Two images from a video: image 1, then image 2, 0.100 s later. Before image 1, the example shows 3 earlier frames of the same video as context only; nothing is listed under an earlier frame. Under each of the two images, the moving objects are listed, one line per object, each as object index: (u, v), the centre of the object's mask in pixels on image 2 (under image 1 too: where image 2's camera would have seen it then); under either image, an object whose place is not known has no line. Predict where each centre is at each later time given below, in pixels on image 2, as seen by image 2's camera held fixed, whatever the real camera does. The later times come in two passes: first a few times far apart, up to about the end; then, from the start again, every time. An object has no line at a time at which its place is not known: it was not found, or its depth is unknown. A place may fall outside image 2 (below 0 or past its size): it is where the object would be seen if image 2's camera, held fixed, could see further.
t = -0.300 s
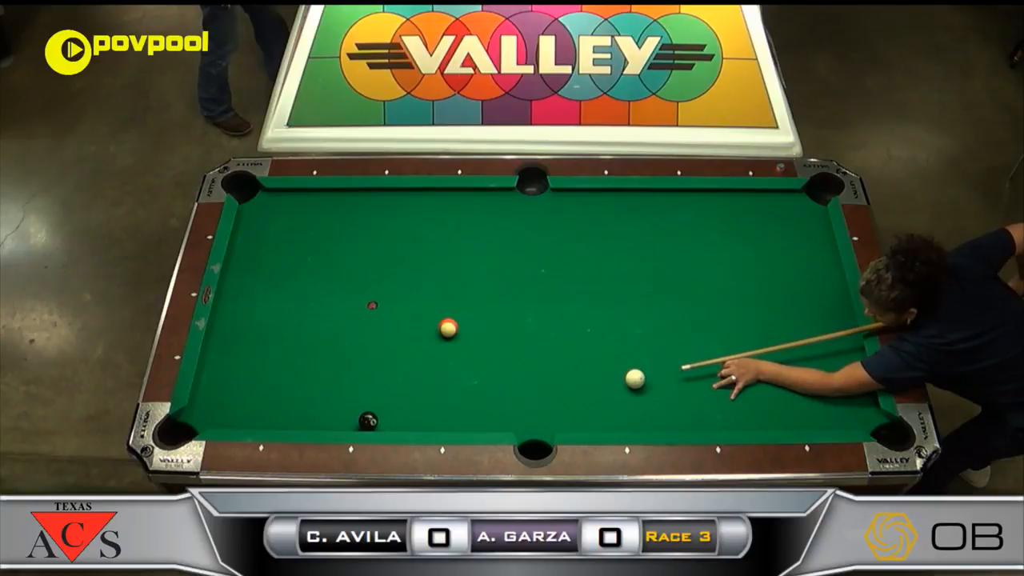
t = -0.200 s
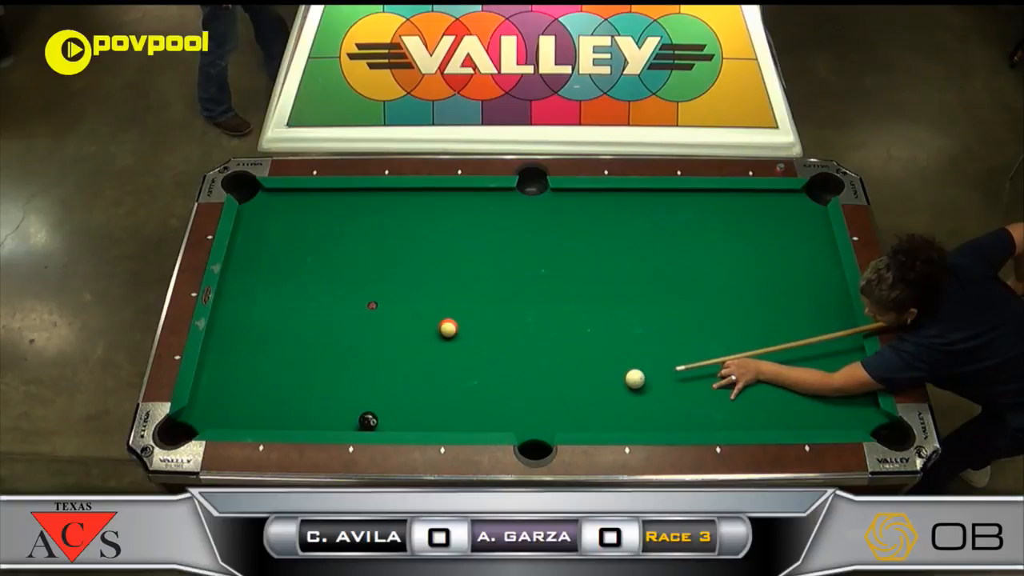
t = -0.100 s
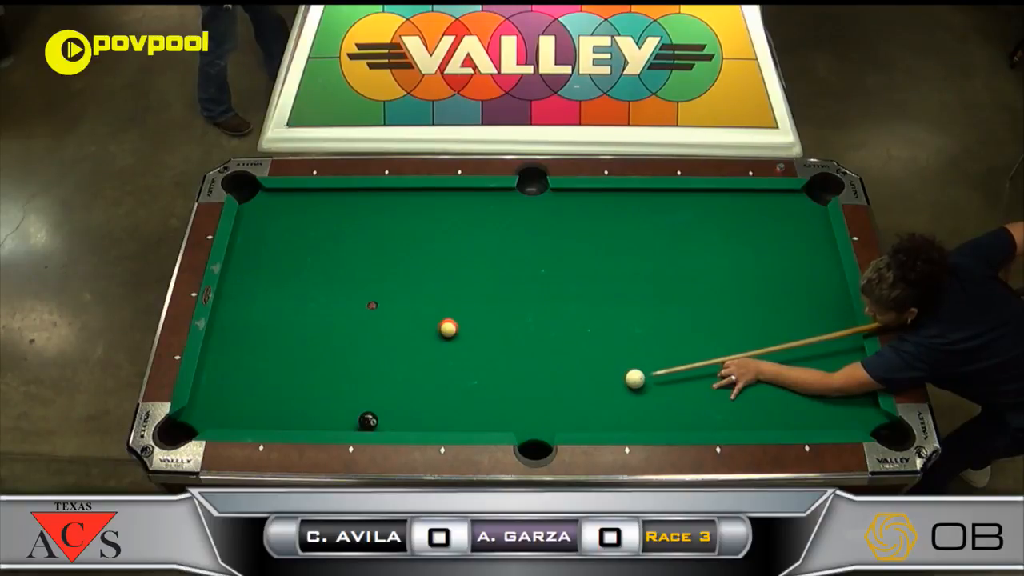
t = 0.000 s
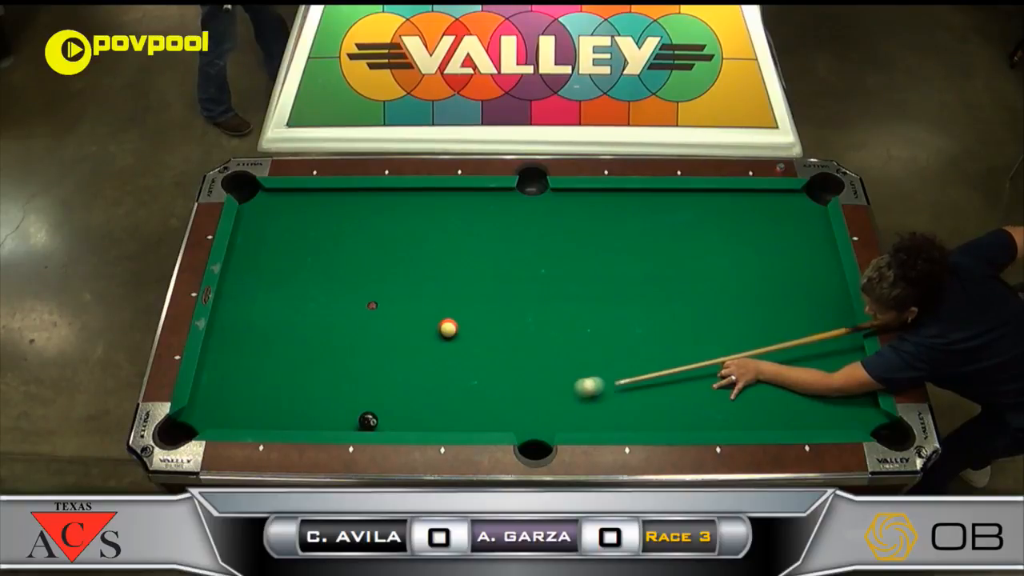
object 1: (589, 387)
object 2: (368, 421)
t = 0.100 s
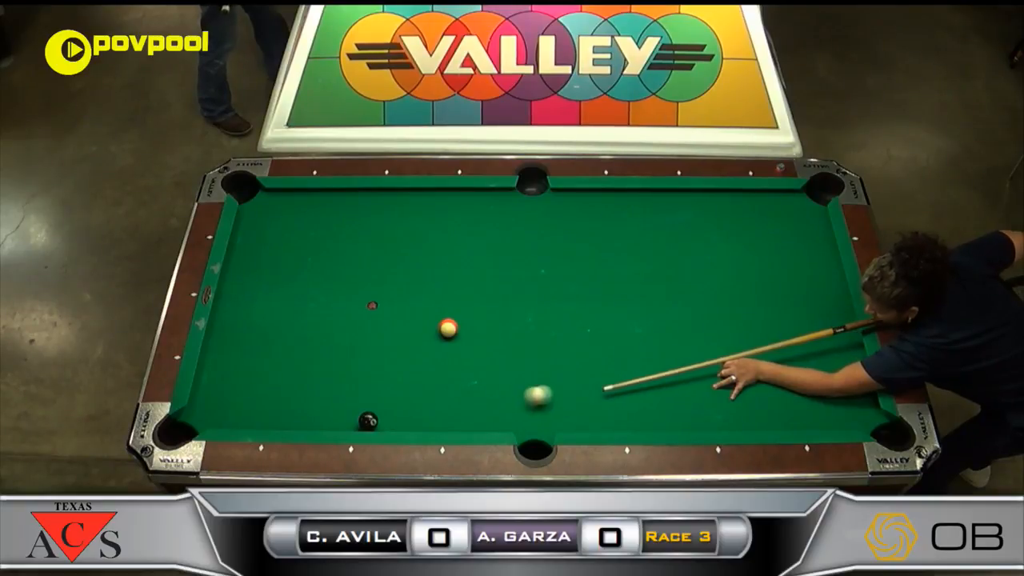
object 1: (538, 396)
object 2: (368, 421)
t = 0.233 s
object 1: (474, 407)
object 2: (368, 421)
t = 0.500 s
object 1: (384, 424)
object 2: (330, 422)
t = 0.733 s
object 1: (366, 419)
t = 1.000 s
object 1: (348, 412)
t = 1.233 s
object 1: (334, 406)
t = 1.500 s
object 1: (321, 400)
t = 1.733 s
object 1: (310, 396)
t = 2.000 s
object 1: (300, 391)
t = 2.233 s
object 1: (293, 388)
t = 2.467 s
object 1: (287, 386)
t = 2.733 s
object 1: (283, 384)
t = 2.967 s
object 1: (281, 383)
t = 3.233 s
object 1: (280, 383)
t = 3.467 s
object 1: (281, 383)
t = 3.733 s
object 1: (281, 383)
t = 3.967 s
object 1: (281, 383)
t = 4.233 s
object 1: (281, 383)
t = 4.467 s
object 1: (280, 383)
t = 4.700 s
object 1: (281, 382)
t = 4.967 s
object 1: (281, 382)
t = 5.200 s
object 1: (281, 382)
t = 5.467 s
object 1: (281, 382)
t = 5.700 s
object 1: (281, 382)
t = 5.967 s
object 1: (281, 382)
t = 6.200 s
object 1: (281, 382)
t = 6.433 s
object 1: (281, 382)
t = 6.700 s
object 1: (281, 382)
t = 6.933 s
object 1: (281, 382)
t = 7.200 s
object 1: (281, 382)
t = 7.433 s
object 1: (280, 382)
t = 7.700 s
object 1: (281, 383)
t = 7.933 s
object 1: (281, 383)
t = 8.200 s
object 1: (281, 382)
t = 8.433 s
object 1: (281, 382)
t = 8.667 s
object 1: (281, 382)
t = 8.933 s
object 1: (281, 382)
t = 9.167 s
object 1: (281, 383)
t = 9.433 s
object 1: (281, 382)
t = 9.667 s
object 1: (281, 383)
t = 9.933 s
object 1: (281, 383)
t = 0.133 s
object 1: (522, 399)
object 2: (368, 421)
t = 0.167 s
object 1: (506, 402)
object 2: (368, 421)
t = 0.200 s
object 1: (490, 404)
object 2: (368, 421)
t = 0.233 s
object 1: (474, 407)
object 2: (368, 421)
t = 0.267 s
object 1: (457, 409)
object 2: (368, 421)
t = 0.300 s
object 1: (441, 413)
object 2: (368, 421)
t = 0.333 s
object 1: (425, 415)
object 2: (368, 421)
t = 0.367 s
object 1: (409, 418)
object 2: (368, 421)
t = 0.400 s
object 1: (394, 420)
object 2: (368, 421)
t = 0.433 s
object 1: (387, 421)
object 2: (357, 421)
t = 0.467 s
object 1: (386, 423)
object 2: (343, 422)
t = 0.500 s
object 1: (384, 424)
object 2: (330, 422)
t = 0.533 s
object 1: (381, 423)
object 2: (318, 422)
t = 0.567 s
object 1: (379, 423)
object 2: (306, 423)
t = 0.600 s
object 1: (376, 422)
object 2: (295, 423)
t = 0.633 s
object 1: (374, 421)
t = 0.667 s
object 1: (371, 421)
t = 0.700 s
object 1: (369, 420)
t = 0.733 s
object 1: (366, 419)
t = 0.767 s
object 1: (364, 418)
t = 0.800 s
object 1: (362, 417)
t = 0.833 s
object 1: (359, 416)
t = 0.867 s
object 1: (357, 415)
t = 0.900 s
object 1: (355, 415)
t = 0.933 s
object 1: (353, 414)
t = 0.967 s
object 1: (350, 413)
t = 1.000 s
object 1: (348, 412)
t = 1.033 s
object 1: (346, 411)
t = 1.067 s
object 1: (344, 410)
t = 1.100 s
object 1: (342, 409)
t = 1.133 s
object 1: (340, 408)
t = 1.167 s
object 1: (338, 408)
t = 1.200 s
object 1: (336, 407)
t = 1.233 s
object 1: (334, 406)
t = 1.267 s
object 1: (333, 405)
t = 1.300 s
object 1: (331, 405)
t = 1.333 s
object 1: (329, 404)
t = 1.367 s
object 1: (327, 403)
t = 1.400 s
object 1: (325, 403)
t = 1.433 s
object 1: (324, 402)
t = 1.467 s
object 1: (322, 401)
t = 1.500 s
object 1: (321, 400)
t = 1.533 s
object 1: (319, 400)
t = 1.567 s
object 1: (317, 399)
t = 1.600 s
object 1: (316, 398)
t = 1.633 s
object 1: (314, 398)
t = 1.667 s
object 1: (313, 397)
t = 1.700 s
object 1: (312, 396)
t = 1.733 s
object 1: (310, 396)
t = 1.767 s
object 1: (309, 395)
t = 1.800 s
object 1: (307, 395)
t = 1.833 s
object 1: (306, 394)
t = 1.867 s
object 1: (305, 394)
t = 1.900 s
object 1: (303, 393)
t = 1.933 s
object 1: (302, 393)
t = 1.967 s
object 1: (301, 392)
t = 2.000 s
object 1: (300, 391)
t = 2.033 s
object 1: (299, 391)
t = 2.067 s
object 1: (298, 390)
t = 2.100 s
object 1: (297, 390)
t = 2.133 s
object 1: (296, 389)
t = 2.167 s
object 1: (295, 389)
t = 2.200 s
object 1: (294, 389)
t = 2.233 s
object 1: (293, 388)
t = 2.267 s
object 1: (292, 388)
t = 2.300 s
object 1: (291, 387)
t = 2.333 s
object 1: (290, 387)
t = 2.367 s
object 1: (290, 387)
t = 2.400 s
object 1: (289, 386)
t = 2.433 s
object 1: (288, 386)
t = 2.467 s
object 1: (287, 386)
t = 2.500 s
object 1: (287, 385)
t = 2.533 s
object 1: (286, 385)
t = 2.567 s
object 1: (285, 385)
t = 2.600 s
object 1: (285, 385)
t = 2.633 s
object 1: (284, 384)
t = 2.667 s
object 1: (284, 384)
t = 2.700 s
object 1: (283, 384)
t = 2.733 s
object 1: (283, 384)
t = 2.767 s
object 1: (283, 384)
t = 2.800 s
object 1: (282, 383)
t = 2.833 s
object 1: (282, 383)
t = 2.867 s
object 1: (282, 383)
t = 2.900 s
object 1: (281, 383)
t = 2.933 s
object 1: (281, 383)
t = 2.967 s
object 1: (281, 383)
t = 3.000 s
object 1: (281, 383)
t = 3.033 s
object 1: (281, 383)
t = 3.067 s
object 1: (281, 383)
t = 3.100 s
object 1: (280, 383)
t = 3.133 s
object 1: (280, 383)
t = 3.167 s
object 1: (280, 383)
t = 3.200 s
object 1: (280, 383)
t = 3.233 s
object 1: (280, 383)
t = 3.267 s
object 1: (280, 383)
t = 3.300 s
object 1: (281, 382)
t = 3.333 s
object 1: (280, 382)
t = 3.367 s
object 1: (281, 383)
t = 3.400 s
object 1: (281, 383)
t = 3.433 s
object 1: (281, 382)
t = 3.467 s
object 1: (281, 383)
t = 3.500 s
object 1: (281, 383)
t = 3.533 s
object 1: (281, 383)
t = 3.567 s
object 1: (281, 383)
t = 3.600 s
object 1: (281, 383)
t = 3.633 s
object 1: (281, 383)
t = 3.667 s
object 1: (281, 382)
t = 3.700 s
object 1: (281, 383)
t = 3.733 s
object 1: (281, 383)
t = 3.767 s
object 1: (281, 383)
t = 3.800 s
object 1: (281, 382)
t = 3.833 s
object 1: (281, 382)
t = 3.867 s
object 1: (281, 383)
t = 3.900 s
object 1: (281, 382)
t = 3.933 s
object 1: (281, 382)
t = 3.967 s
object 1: (281, 383)
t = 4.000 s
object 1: (281, 383)
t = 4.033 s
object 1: (281, 383)
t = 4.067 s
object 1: (281, 383)
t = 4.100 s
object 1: (281, 382)
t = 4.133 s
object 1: (281, 383)
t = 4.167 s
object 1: (281, 382)
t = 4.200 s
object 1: (281, 383)
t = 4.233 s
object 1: (281, 383)
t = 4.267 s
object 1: (281, 382)
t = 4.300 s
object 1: (281, 383)
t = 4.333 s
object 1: (281, 382)
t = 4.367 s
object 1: (281, 382)
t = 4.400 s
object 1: (280, 383)
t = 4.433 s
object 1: (281, 382)
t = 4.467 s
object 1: (280, 383)
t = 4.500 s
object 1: (280, 382)
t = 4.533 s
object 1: (281, 382)
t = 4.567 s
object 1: (281, 382)
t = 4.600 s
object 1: (281, 383)
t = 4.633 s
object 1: (281, 382)
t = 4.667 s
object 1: (281, 382)
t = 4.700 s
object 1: (281, 382)
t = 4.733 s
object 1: (281, 383)
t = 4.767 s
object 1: (281, 383)
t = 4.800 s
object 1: (281, 383)
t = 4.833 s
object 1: (281, 382)
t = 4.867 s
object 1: (281, 383)
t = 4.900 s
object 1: (281, 382)
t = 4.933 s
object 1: (281, 383)
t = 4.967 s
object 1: (281, 382)
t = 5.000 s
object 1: (281, 382)
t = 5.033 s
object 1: (281, 382)
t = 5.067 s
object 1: (281, 382)
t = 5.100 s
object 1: (281, 382)
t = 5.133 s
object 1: (281, 382)
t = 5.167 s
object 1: (281, 382)
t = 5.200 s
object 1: (281, 382)
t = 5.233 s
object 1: (281, 382)
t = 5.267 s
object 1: (281, 382)
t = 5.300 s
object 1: (281, 382)
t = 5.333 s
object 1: (281, 382)
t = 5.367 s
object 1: (281, 382)
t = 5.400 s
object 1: (281, 382)
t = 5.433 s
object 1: (281, 382)
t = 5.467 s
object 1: (281, 382)
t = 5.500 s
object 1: (281, 382)
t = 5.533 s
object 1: (281, 382)
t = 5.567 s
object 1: (281, 382)
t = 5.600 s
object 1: (281, 382)
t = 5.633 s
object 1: (281, 382)
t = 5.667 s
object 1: (281, 382)
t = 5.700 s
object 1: (281, 382)
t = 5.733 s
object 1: (281, 382)
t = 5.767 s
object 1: (281, 382)
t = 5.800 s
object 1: (281, 382)
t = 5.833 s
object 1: (281, 382)
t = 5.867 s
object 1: (281, 382)
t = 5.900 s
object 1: (281, 382)
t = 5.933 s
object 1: (281, 382)
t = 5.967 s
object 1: (281, 382)
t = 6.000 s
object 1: (281, 382)
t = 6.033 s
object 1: (281, 382)
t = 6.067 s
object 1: (281, 382)
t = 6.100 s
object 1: (281, 382)
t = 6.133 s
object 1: (281, 382)
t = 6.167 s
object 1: (281, 382)
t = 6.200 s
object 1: (281, 382)
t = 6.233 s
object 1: (281, 382)
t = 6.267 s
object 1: (281, 382)
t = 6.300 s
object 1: (281, 382)
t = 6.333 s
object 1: (281, 382)
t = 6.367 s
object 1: (281, 382)
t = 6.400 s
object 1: (281, 382)
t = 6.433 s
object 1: (281, 382)
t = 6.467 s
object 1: (281, 382)
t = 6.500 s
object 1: (281, 382)
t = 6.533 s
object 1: (281, 382)
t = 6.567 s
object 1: (281, 382)
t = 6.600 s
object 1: (281, 382)
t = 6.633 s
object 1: (281, 382)
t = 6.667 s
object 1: (281, 382)
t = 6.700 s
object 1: (281, 382)
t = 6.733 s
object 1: (281, 382)
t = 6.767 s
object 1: (281, 382)
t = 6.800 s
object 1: (281, 383)
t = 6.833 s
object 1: (281, 382)
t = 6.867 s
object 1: (281, 382)
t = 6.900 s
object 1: (281, 382)
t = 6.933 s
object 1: (281, 382)
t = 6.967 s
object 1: (281, 383)
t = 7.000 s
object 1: (281, 383)
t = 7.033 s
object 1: (281, 382)
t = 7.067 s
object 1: (281, 382)
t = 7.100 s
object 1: (281, 382)
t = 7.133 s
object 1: (281, 382)
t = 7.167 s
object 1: (280, 383)
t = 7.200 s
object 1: (281, 382)
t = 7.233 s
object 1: (281, 382)
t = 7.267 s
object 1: (281, 382)
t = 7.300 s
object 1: (281, 383)
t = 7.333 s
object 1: (281, 382)
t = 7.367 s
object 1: (281, 382)
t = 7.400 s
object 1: (281, 382)
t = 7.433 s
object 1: (280, 382)
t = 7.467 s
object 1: (281, 383)
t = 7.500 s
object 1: (280, 383)
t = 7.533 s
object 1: (281, 383)
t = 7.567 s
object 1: (280, 382)
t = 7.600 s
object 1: (281, 383)
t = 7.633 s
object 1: (281, 383)
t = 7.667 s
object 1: (281, 383)
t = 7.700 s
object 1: (281, 383)
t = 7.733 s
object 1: (281, 383)
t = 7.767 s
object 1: (281, 383)
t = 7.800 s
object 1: (281, 383)
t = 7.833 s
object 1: (281, 383)
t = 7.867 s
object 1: (281, 383)
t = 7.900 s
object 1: (281, 383)
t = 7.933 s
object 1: (281, 383)
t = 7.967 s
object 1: (281, 382)
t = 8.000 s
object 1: (281, 383)
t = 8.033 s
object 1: (281, 382)
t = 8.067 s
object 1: (281, 383)
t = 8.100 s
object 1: (281, 383)
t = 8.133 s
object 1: (281, 383)
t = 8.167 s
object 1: (281, 382)
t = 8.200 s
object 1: (281, 382)
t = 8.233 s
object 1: (281, 382)
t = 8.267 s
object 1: (281, 382)
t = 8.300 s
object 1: (281, 382)
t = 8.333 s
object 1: (281, 382)
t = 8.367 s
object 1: (281, 382)
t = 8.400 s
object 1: (281, 382)
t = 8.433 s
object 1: (281, 382)
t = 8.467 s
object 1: (281, 382)
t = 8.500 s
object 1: (281, 382)
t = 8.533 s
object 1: (281, 382)
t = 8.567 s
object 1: (281, 382)
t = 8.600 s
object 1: (281, 382)
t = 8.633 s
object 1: (281, 382)
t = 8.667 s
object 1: (281, 382)
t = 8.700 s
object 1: (281, 382)
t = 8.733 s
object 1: (281, 382)
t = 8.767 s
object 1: (281, 382)
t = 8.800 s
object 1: (281, 382)
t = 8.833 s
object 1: (281, 382)
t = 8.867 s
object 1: (281, 382)
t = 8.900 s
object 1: (281, 382)
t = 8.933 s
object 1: (281, 382)
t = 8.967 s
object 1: (281, 382)
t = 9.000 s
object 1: (281, 382)
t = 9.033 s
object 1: (281, 382)
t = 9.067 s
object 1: (281, 382)
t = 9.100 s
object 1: (281, 382)
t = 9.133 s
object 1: (281, 382)
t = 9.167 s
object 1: (281, 383)
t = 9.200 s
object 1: (281, 382)
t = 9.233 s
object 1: (281, 382)
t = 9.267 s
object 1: (281, 382)
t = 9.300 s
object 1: (281, 382)
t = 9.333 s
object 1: (281, 382)
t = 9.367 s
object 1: (281, 382)
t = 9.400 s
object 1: (281, 382)
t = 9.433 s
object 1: (281, 382)
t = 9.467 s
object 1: (281, 382)
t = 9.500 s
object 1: (281, 383)
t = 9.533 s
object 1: (281, 382)
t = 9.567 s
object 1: (281, 382)
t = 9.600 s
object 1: (281, 383)
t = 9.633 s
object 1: (281, 382)
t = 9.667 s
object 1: (281, 383)
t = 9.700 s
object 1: (281, 382)
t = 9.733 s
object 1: (281, 382)
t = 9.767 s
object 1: (281, 382)
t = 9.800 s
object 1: (281, 382)
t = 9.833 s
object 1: (281, 382)
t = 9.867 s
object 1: (281, 382)
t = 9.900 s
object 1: (281, 383)
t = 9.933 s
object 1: (281, 383)
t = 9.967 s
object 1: (281, 383)
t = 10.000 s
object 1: (281, 383)
